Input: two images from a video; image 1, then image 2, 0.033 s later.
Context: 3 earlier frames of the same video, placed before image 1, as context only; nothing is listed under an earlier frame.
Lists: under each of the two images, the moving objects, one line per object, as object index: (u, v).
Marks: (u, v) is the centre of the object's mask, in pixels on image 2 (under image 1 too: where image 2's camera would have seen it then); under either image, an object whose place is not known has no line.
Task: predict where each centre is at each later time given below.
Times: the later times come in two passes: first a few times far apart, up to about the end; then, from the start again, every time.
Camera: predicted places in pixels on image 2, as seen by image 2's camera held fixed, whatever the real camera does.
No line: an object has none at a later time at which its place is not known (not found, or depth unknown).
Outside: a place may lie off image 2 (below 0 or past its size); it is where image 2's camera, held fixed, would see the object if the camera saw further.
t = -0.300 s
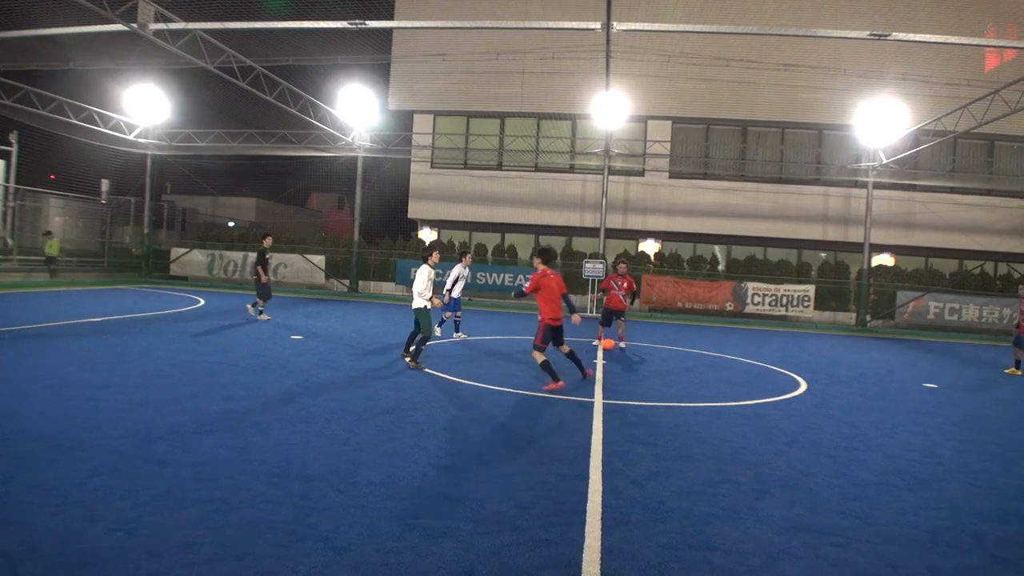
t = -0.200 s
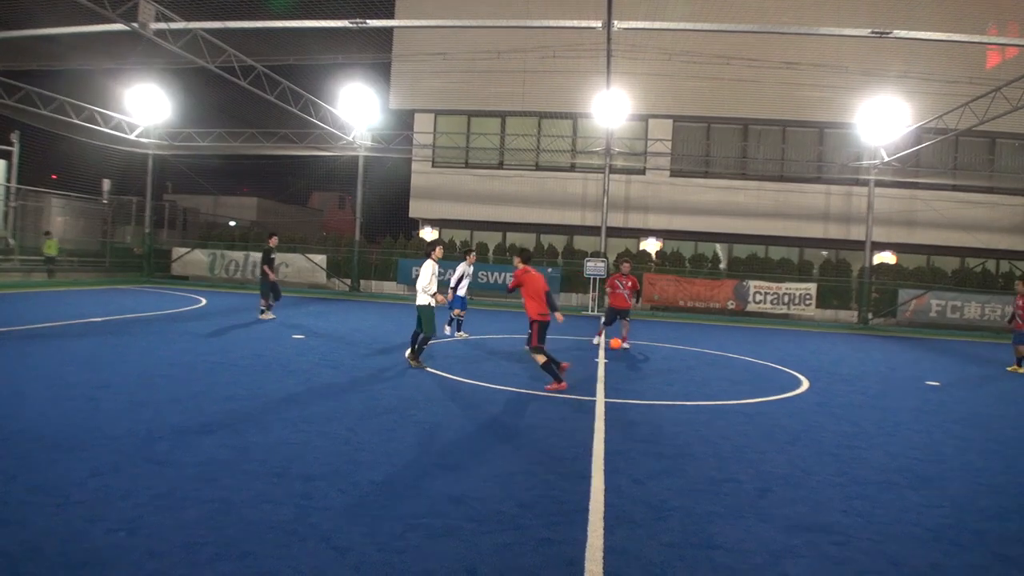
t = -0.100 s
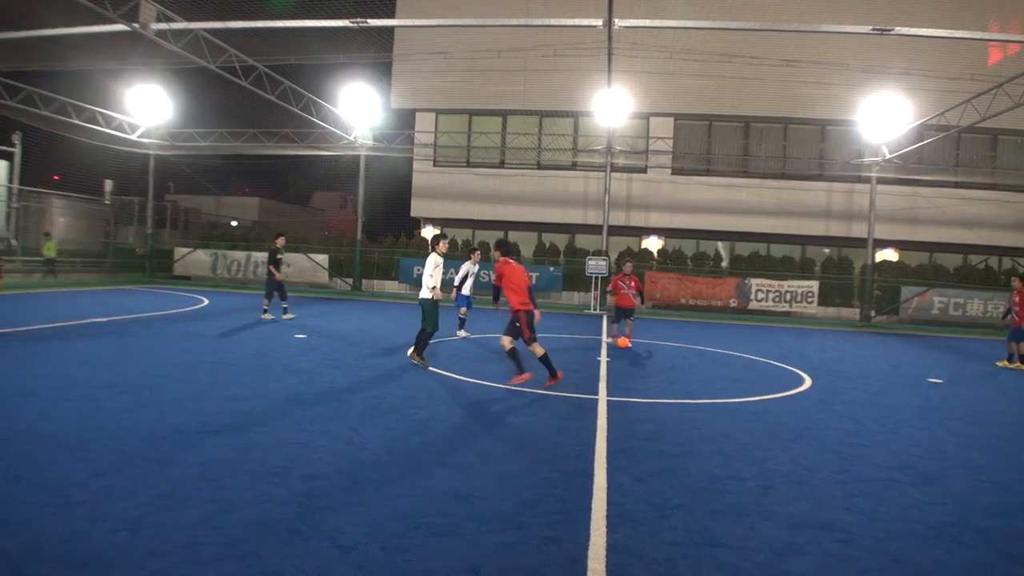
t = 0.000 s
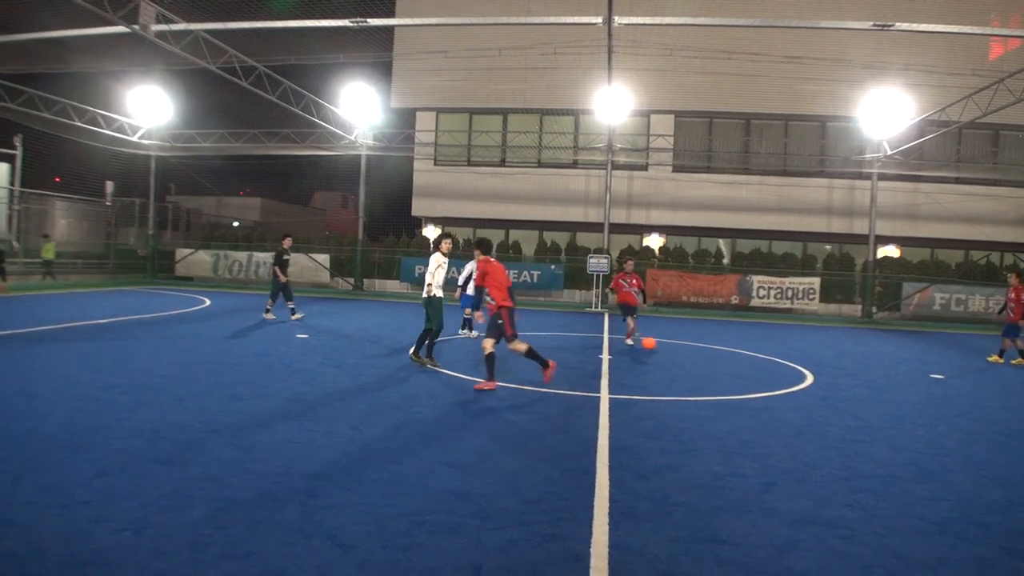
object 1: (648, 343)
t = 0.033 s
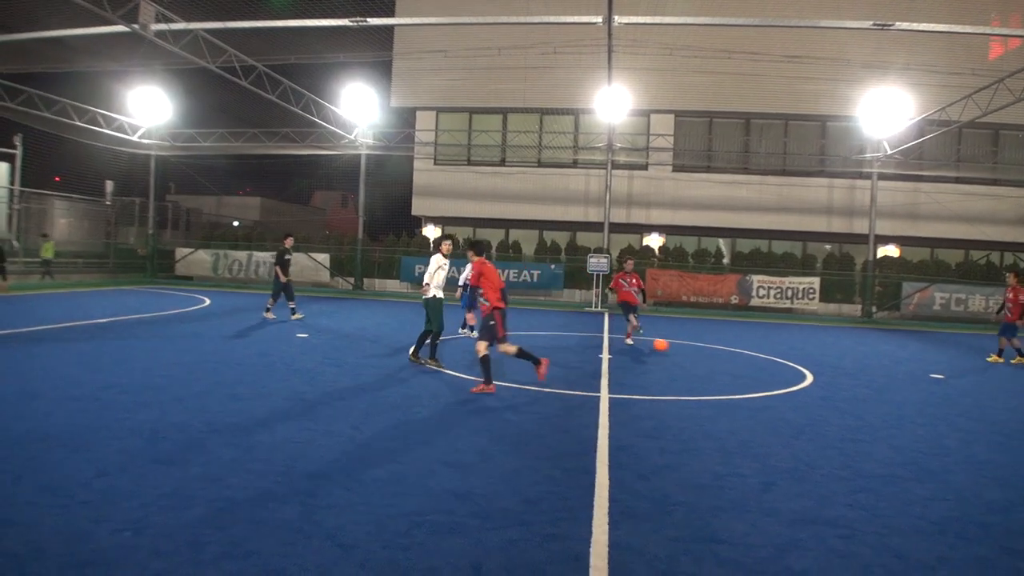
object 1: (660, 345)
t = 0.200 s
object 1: (725, 360)
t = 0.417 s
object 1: (821, 378)
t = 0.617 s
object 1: (919, 398)
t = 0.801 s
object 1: (1018, 419)
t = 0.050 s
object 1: (666, 346)
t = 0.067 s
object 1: (673, 348)
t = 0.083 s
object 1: (679, 350)
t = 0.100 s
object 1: (686, 352)
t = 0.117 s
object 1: (692, 353)
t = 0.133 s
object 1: (699, 354)
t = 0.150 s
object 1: (705, 355)
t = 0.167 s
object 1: (712, 357)
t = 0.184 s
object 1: (719, 358)
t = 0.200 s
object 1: (725, 360)
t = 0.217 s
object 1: (733, 362)
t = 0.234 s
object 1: (739, 363)
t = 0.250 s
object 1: (746, 364)
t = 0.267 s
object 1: (753, 365)
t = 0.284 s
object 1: (760, 367)
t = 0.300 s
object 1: (768, 368)
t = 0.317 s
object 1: (775, 370)
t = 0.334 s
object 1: (782, 371)
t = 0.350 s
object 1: (790, 373)
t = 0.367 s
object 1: (796, 375)
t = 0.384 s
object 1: (805, 376)
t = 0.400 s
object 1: (813, 378)
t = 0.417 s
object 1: (821, 378)
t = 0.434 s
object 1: (828, 380)
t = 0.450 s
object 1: (836, 382)
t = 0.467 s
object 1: (844, 383)
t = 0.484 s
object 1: (852, 385)
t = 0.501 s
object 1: (860, 387)
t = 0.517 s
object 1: (868, 389)
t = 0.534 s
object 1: (877, 390)
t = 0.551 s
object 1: (885, 391)
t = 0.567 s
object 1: (894, 393)
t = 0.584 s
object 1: (902, 395)
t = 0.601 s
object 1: (910, 397)
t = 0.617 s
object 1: (919, 398)
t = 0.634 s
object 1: (927, 399)
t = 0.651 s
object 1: (936, 401)
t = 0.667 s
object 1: (945, 403)
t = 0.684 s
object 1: (954, 405)
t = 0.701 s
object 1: (963, 407)
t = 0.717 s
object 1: (972, 409)
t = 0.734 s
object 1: (981, 410)
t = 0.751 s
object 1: (990, 412)
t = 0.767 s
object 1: (999, 414)
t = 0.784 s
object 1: (1009, 416)
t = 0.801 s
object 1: (1018, 419)
